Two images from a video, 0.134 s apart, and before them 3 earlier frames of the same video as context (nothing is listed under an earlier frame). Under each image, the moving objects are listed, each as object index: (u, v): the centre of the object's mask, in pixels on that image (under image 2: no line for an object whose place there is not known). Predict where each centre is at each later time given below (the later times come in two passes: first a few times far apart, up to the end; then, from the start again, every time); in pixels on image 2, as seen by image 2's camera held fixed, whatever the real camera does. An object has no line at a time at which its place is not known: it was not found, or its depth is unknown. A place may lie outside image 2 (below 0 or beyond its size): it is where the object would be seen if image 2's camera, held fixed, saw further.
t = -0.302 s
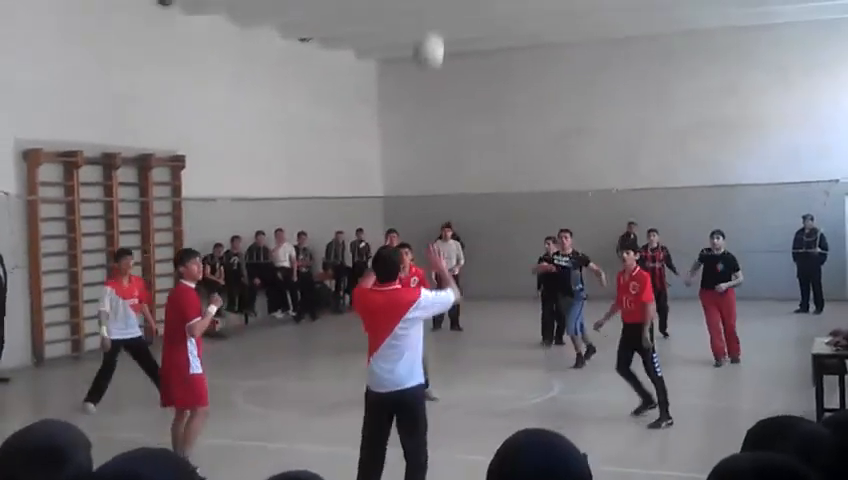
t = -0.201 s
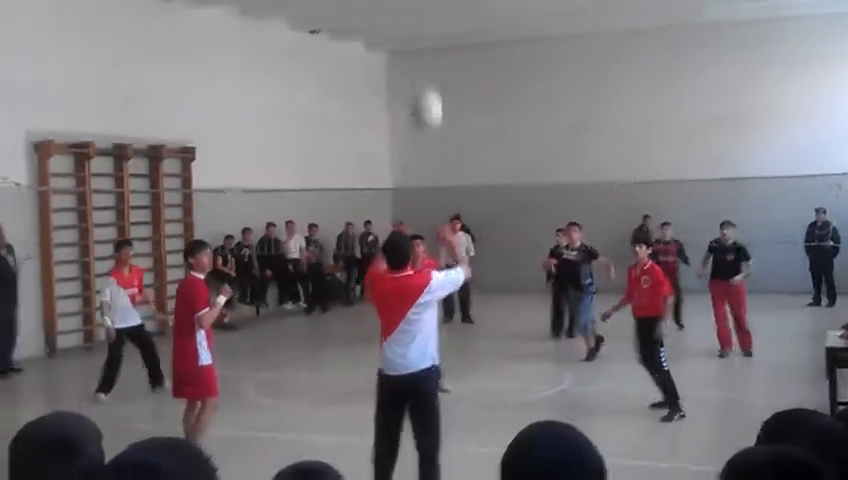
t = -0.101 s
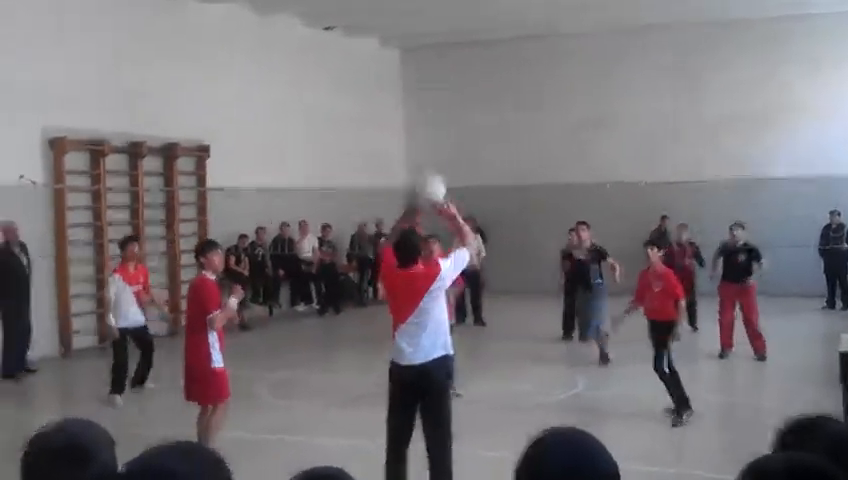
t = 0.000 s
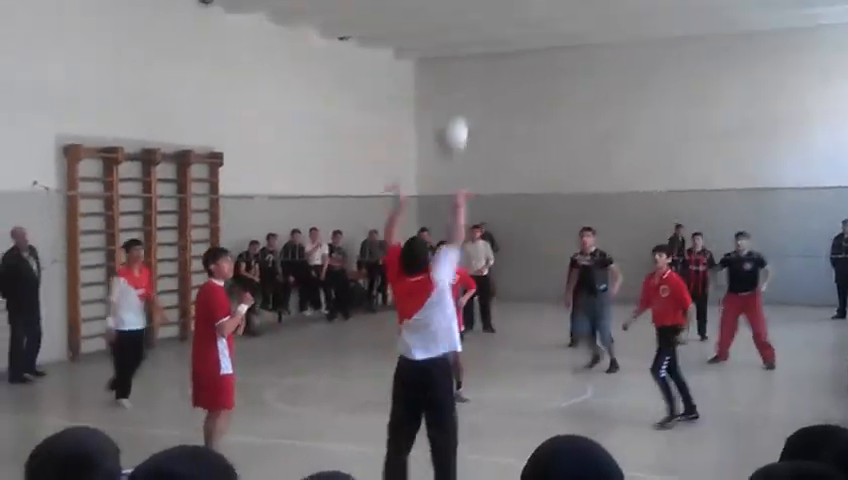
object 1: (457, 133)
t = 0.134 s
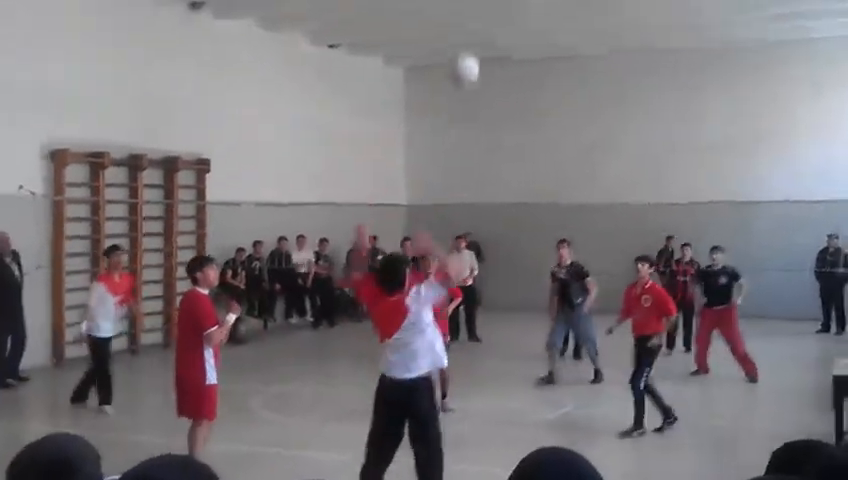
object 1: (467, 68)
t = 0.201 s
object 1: (476, 43)
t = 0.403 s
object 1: (502, 12)
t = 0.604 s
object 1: (527, 32)
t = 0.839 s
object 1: (557, 105)
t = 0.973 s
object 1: (567, 179)
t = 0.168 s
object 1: (470, 55)
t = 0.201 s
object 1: (476, 43)
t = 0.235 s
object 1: (480, 36)
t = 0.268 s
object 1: (484, 25)
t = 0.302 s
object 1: (490, 17)
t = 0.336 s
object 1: (495, 16)
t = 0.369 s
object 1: (505, 14)
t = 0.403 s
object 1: (502, 12)
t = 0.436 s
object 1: (508, 7)
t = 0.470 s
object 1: (513, 11)
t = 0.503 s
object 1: (515, 15)
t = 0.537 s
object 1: (518, 20)
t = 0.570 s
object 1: (522, 23)
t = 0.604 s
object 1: (527, 32)
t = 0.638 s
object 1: (532, 39)
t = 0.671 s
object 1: (535, 49)
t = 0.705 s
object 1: (540, 58)
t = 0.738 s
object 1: (550, 69)
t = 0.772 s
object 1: (552, 78)
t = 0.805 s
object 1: (554, 91)
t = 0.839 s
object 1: (557, 105)
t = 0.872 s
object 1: (558, 123)
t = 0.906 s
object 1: (563, 141)
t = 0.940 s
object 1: (565, 160)
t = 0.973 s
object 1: (567, 179)
